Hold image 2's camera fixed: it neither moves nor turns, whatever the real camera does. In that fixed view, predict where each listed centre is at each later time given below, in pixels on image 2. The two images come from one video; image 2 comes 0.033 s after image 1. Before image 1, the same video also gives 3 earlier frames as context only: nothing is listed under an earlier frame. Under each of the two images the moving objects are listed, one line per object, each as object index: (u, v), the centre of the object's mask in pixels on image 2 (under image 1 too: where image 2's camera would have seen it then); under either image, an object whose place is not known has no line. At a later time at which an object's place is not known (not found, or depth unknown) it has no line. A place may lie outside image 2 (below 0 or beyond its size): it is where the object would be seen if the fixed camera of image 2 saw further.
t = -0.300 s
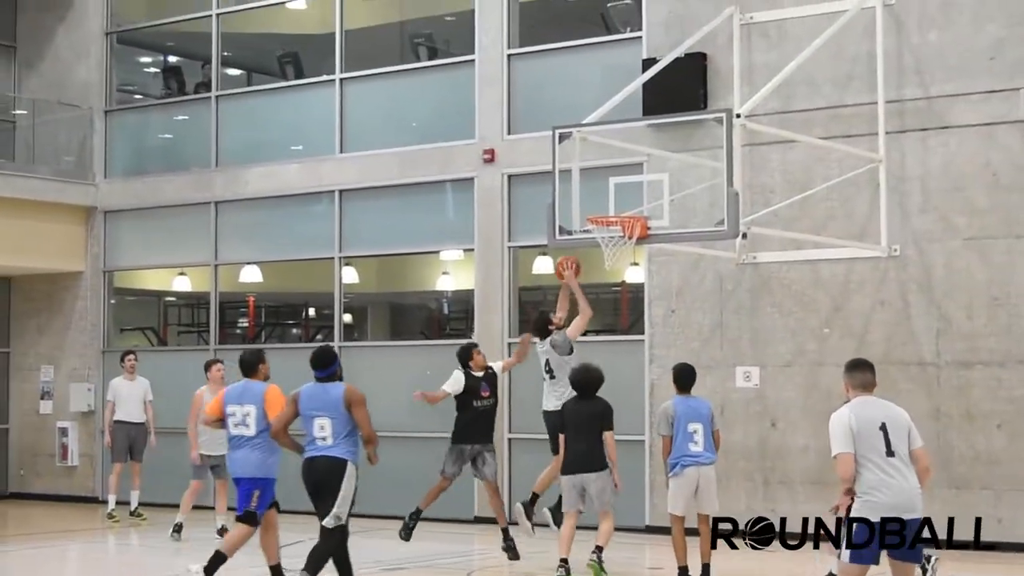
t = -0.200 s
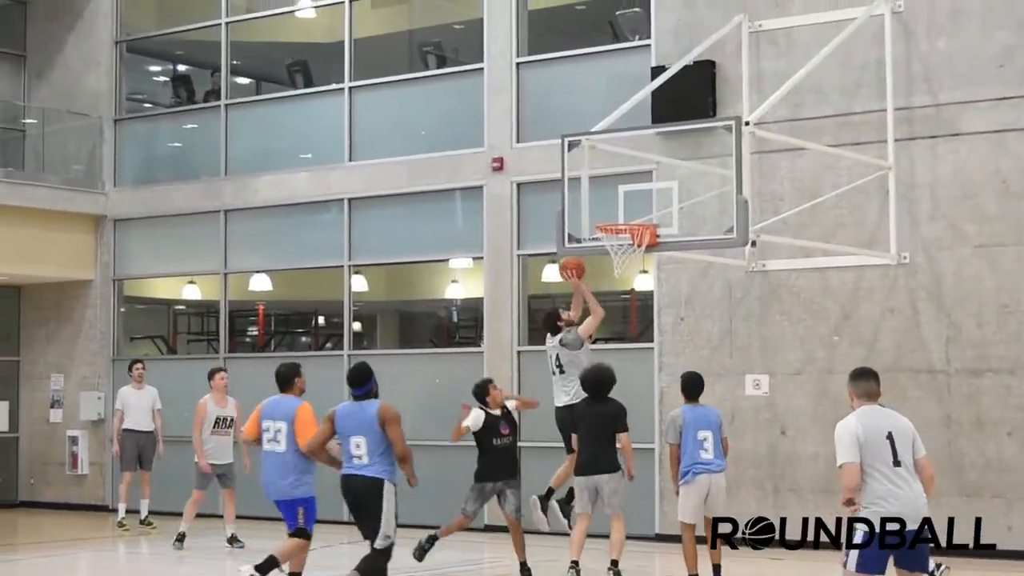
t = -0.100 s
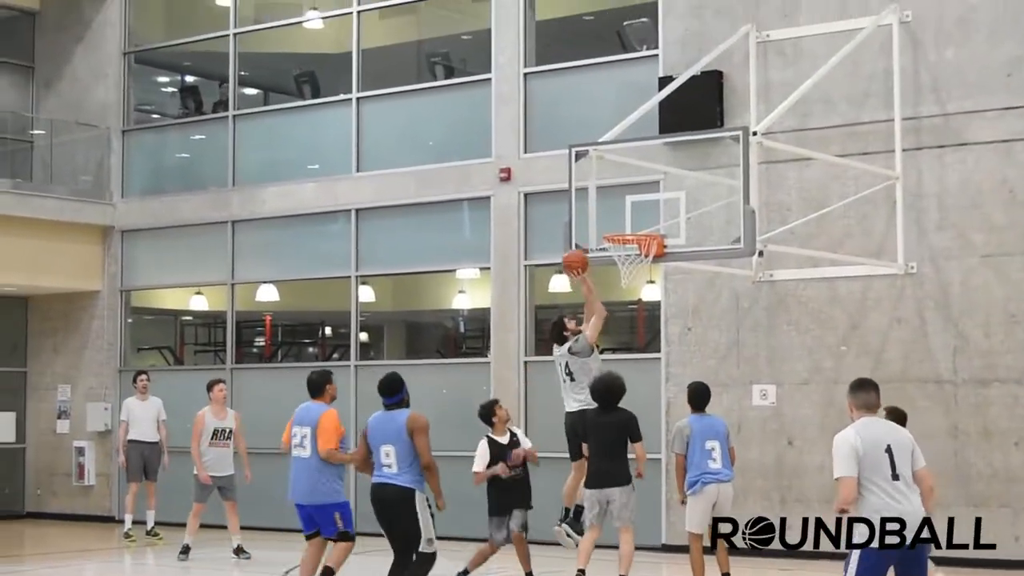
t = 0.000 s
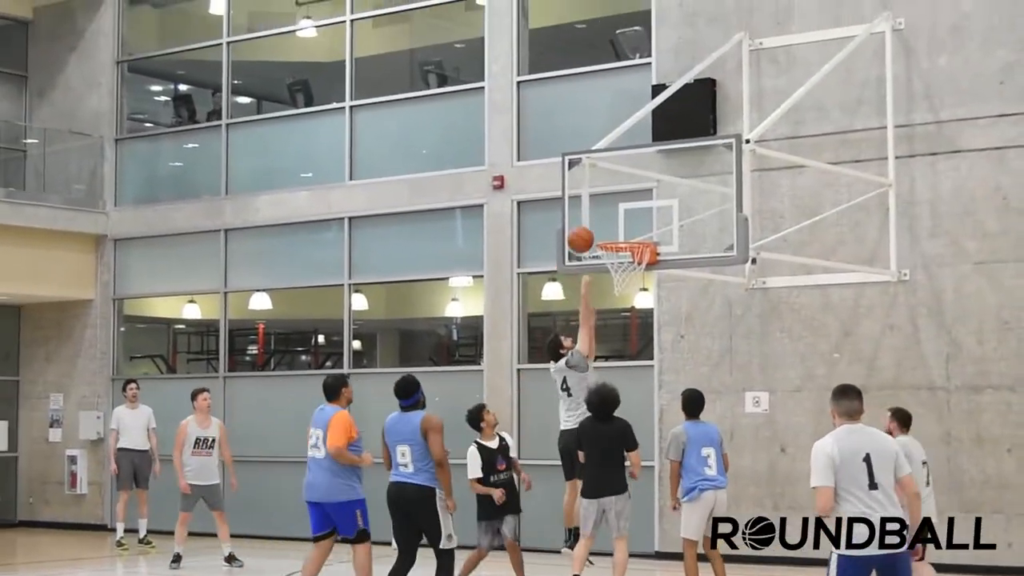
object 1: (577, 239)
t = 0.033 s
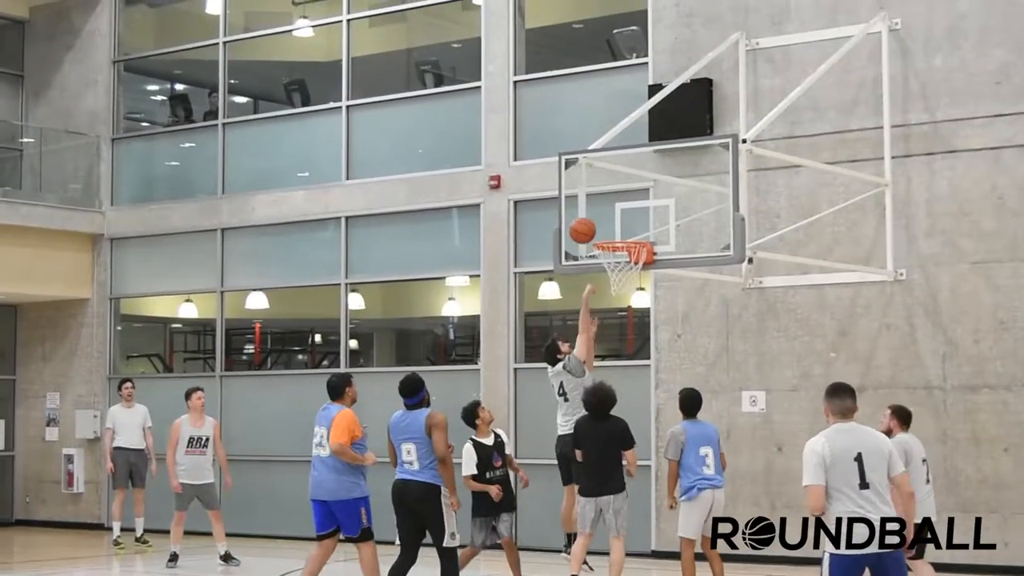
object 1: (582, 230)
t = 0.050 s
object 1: (585, 226)
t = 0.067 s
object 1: (588, 223)
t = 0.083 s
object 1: (591, 219)
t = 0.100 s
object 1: (594, 216)
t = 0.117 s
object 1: (597, 214)
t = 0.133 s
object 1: (600, 212)
